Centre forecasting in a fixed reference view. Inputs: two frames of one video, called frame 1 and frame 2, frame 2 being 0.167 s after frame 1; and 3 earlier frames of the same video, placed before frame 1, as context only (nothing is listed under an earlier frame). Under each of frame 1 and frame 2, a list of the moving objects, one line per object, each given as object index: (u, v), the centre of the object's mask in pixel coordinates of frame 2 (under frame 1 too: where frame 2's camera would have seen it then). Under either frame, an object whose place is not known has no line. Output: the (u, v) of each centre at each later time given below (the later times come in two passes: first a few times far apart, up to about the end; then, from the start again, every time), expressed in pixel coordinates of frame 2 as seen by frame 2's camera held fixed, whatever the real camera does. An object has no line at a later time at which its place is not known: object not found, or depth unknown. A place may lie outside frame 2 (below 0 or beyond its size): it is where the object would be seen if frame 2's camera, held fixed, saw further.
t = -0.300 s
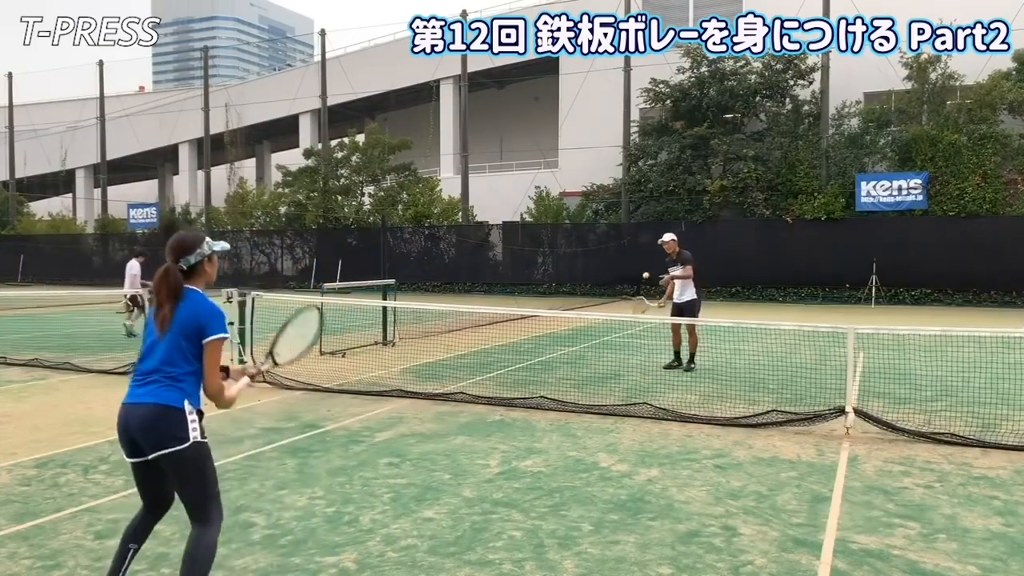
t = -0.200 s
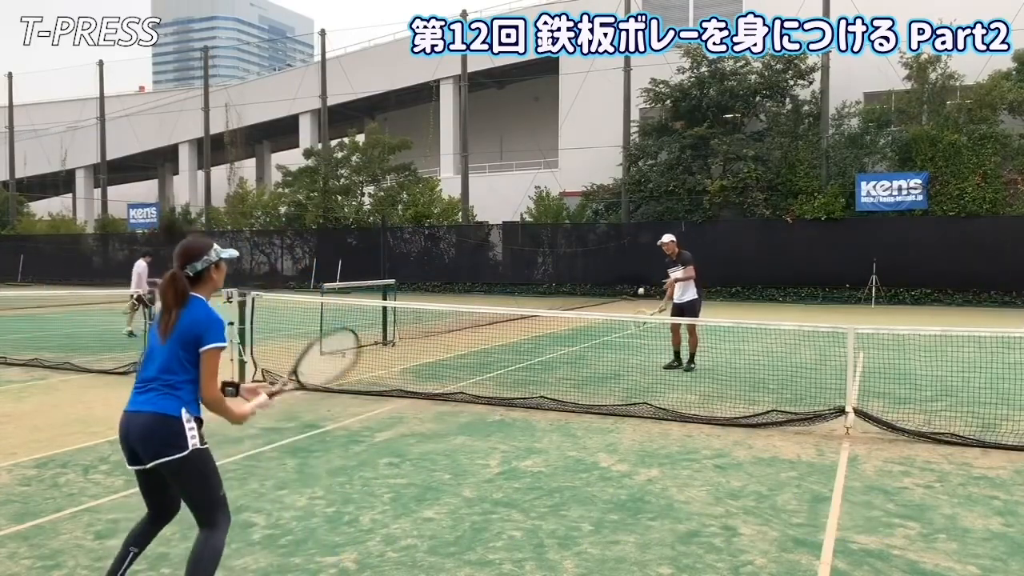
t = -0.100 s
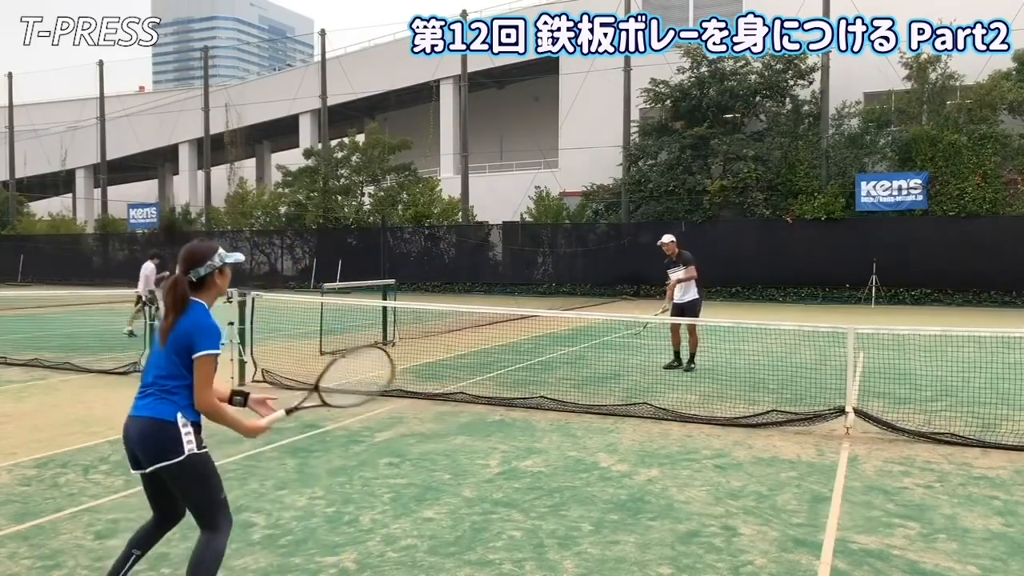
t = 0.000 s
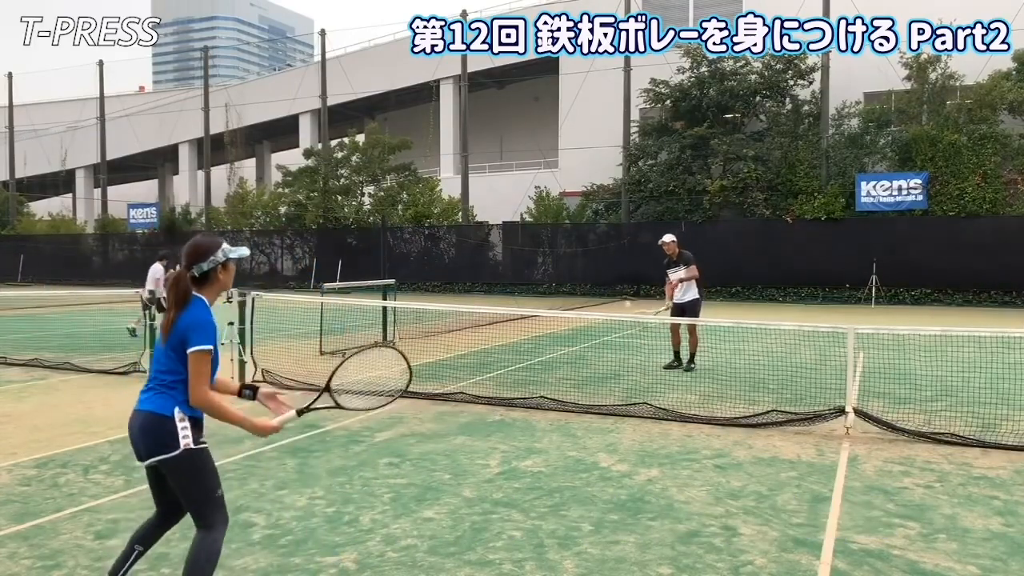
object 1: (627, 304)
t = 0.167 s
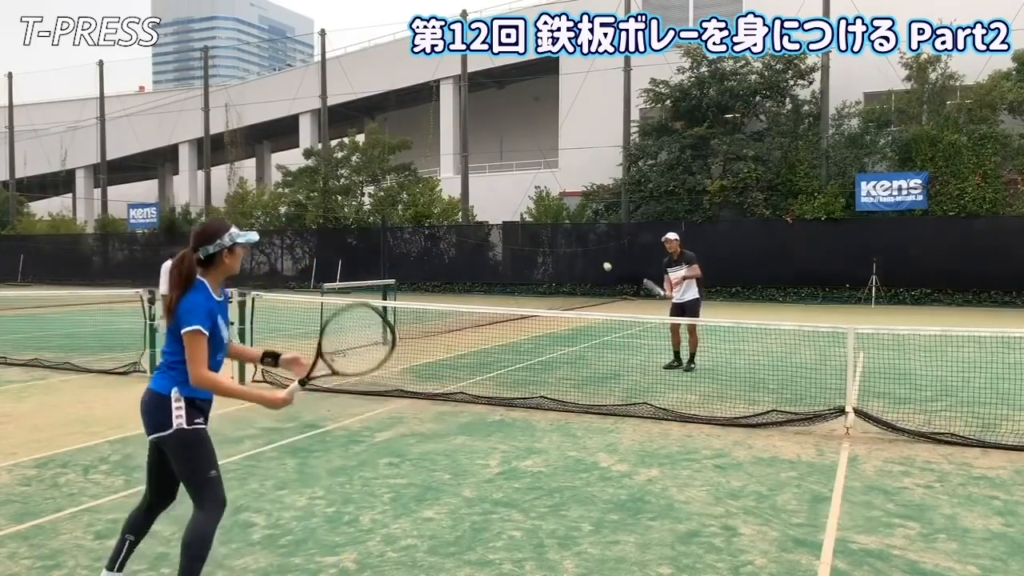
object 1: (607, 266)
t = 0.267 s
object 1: (590, 250)
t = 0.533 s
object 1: (519, 262)
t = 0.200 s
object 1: (602, 260)
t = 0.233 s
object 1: (596, 255)
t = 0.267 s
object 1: (590, 250)
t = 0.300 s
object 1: (584, 247)
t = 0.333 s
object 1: (577, 245)
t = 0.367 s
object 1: (569, 244)
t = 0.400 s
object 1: (561, 243)
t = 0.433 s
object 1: (552, 245)
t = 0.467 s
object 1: (542, 249)
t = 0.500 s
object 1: (531, 255)
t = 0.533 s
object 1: (519, 262)
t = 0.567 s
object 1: (505, 272)
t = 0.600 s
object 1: (490, 286)
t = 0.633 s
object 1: (473, 301)
